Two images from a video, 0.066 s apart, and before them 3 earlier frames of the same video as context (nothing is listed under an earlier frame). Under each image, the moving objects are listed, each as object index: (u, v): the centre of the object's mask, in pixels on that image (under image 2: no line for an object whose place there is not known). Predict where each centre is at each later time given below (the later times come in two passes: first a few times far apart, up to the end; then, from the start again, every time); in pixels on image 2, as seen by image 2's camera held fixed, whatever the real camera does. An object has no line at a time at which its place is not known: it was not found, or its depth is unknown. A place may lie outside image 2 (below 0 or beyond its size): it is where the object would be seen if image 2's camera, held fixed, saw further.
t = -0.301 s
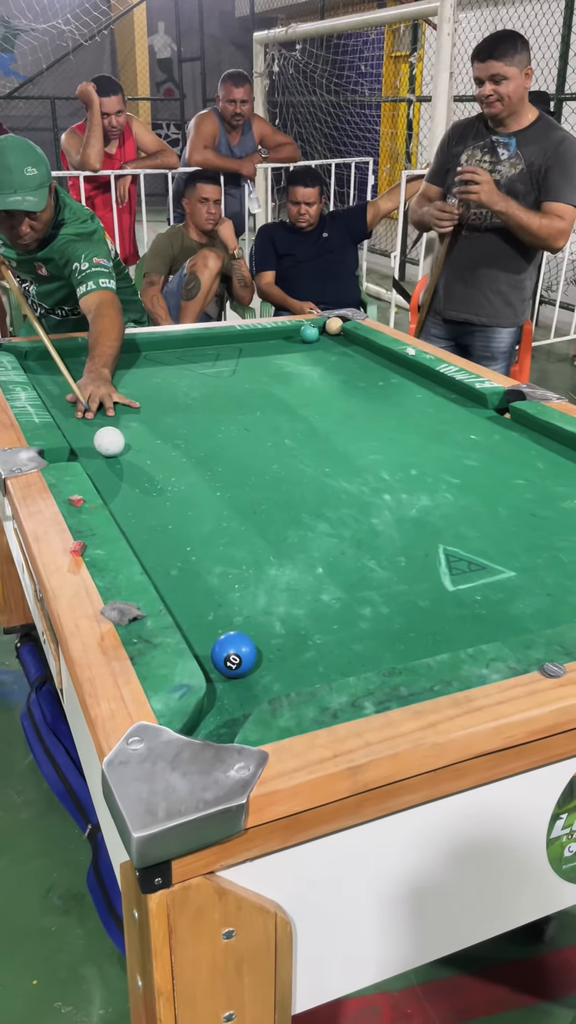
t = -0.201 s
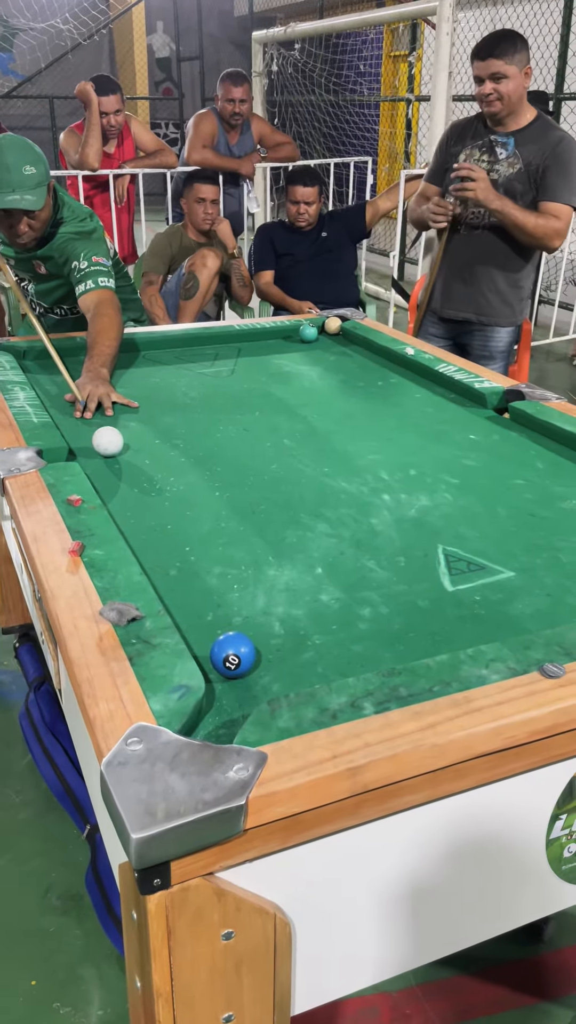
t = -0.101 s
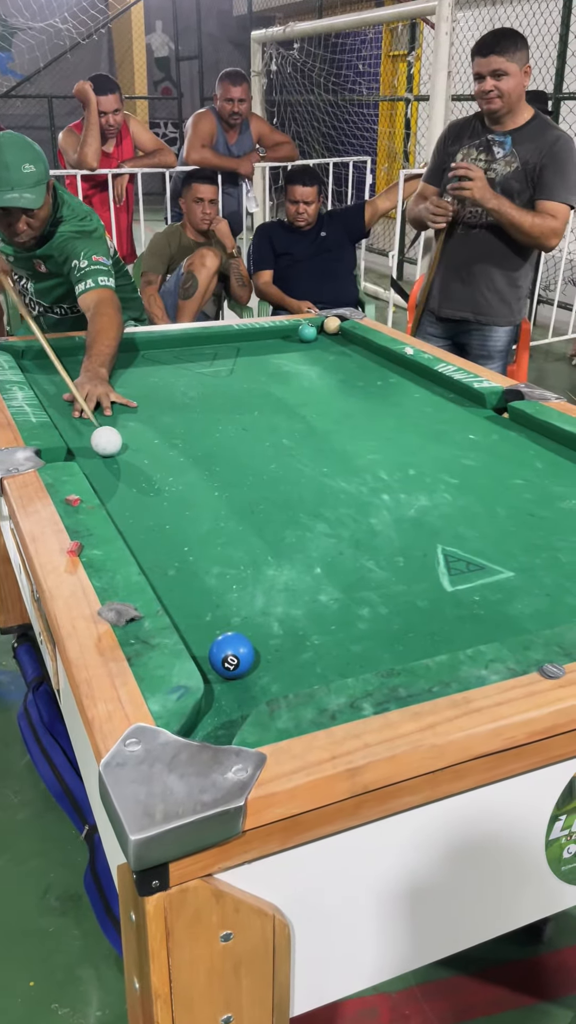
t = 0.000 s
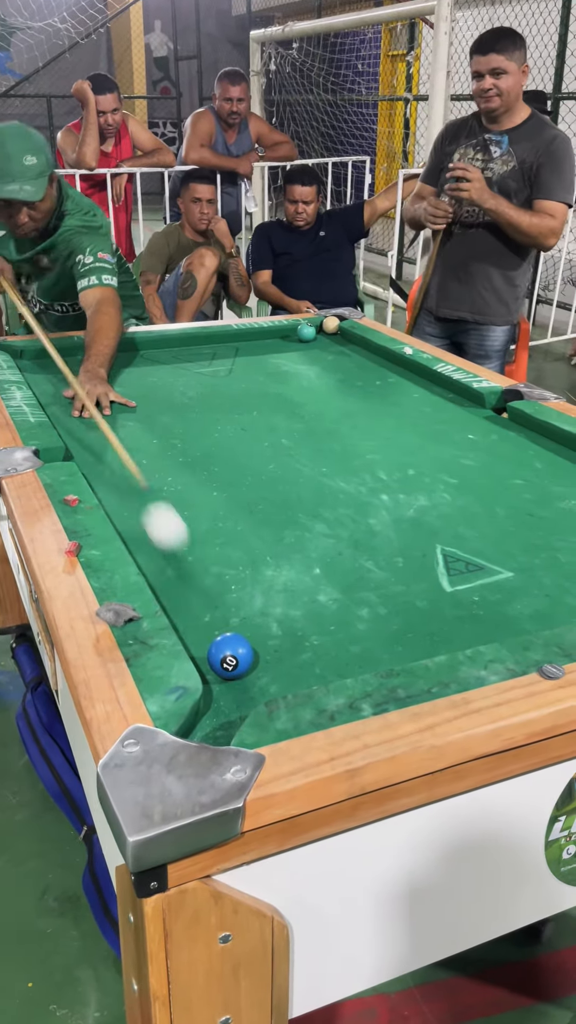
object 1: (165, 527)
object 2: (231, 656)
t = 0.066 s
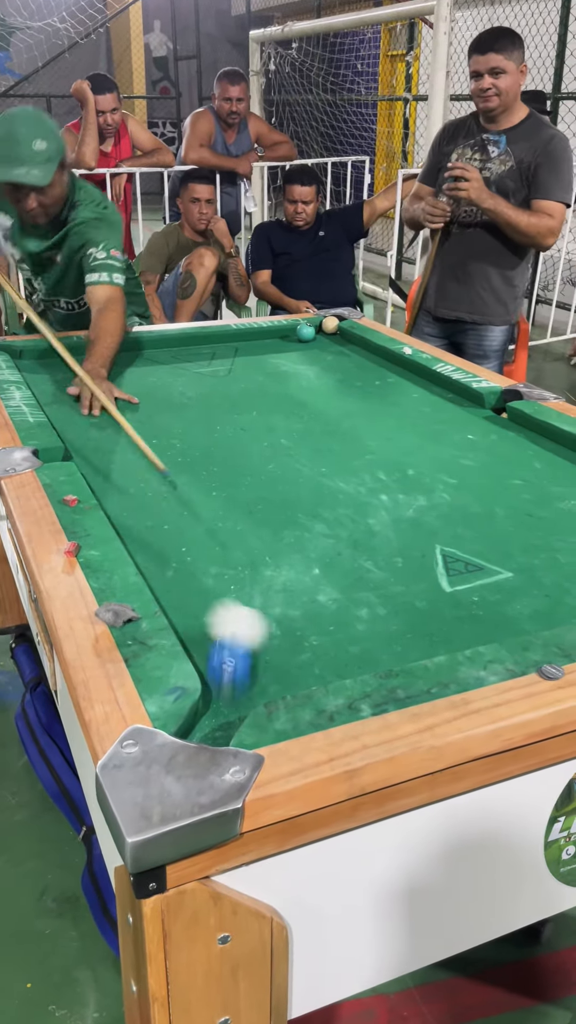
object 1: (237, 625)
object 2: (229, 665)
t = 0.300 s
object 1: (440, 594)
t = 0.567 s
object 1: (520, 508)
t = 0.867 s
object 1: (561, 445)
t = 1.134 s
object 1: (424, 426)
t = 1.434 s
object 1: (294, 407)
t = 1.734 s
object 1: (181, 390)
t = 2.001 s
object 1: (93, 376)
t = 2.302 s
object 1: (35, 362)
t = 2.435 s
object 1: (46, 356)
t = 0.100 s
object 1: (286, 642)
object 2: (211, 728)
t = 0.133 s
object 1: (335, 653)
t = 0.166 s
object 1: (379, 655)
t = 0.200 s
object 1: (398, 640)
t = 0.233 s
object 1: (413, 623)
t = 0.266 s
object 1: (427, 608)
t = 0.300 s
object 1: (440, 594)
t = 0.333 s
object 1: (452, 581)
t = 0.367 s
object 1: (462, 570)
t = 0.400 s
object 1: (474, 558)
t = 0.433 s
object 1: (484, 547)
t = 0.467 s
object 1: (494, 537)
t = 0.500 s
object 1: (503, 527)
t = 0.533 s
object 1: (512, 517)
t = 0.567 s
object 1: (520, 508)
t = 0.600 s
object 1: (529, 500)
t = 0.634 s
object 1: (536, 492)
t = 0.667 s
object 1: (544, 484)
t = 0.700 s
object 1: (551, 476)
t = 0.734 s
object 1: (557, 469)
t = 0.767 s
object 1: (564, 462)
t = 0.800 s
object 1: (570, 456)
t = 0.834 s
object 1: (573, 449)
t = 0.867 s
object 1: (561, 445)
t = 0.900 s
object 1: (541, 443)
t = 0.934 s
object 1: (523, 441)
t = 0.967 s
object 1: (506, 438)
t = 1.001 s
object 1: (489, 436)
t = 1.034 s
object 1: (472, 433)
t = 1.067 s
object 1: (455, 431)
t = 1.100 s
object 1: (439, 429)
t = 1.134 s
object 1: (424, 426)
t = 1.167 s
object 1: (408, 424)
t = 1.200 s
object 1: (393, 422)
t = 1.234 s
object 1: (378, 420)
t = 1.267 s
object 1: (363, 417)
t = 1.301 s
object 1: (349, 415)
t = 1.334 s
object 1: (335, 413)
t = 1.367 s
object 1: (321, 411)
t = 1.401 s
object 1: (308, 409)
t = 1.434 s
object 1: (294, 407)
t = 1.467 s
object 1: (280, 405)
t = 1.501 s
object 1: (267, 403)
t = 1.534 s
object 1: (255, 401)
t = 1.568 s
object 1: (242, 399)
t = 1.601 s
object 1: (230, 397)
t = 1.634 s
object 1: (217, 395)
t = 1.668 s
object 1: (205, 393)
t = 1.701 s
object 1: (193, 392)
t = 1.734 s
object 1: (181, 390)
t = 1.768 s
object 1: (170, 388)
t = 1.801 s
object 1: (158, 386)
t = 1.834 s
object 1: (147, 385)
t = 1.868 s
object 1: (136, 383)
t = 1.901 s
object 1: (125, 381)
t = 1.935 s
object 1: (115, 379)
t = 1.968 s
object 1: (104, 378)
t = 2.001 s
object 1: (93, 376)
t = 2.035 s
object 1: (83, 374)
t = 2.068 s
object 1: (73, 373)
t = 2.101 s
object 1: (63, 371)
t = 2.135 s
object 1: (53, 370)
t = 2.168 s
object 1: (43, 368)
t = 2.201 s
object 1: (34, 367)
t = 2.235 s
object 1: (27, 365)
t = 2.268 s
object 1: (31, 363)
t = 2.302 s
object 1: (35, 362)
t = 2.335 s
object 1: (37, 360)
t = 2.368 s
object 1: (40, 359)
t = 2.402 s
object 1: (43, 357)
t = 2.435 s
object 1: (46, 356)
